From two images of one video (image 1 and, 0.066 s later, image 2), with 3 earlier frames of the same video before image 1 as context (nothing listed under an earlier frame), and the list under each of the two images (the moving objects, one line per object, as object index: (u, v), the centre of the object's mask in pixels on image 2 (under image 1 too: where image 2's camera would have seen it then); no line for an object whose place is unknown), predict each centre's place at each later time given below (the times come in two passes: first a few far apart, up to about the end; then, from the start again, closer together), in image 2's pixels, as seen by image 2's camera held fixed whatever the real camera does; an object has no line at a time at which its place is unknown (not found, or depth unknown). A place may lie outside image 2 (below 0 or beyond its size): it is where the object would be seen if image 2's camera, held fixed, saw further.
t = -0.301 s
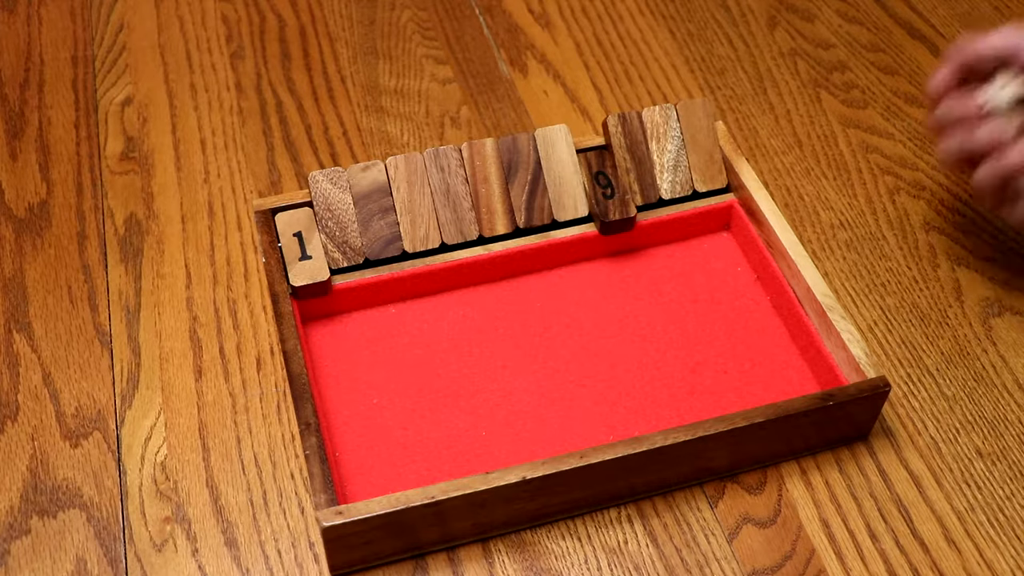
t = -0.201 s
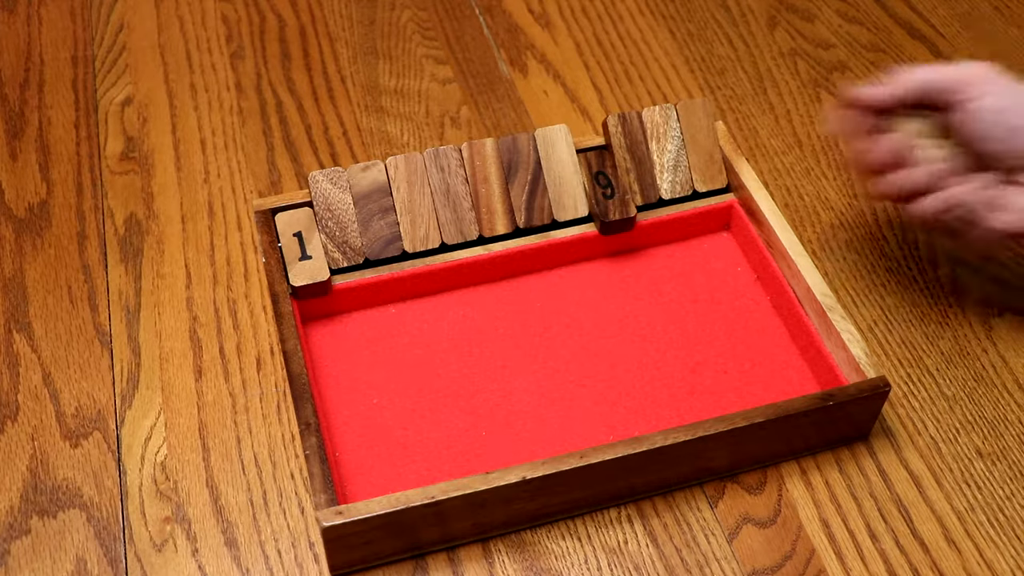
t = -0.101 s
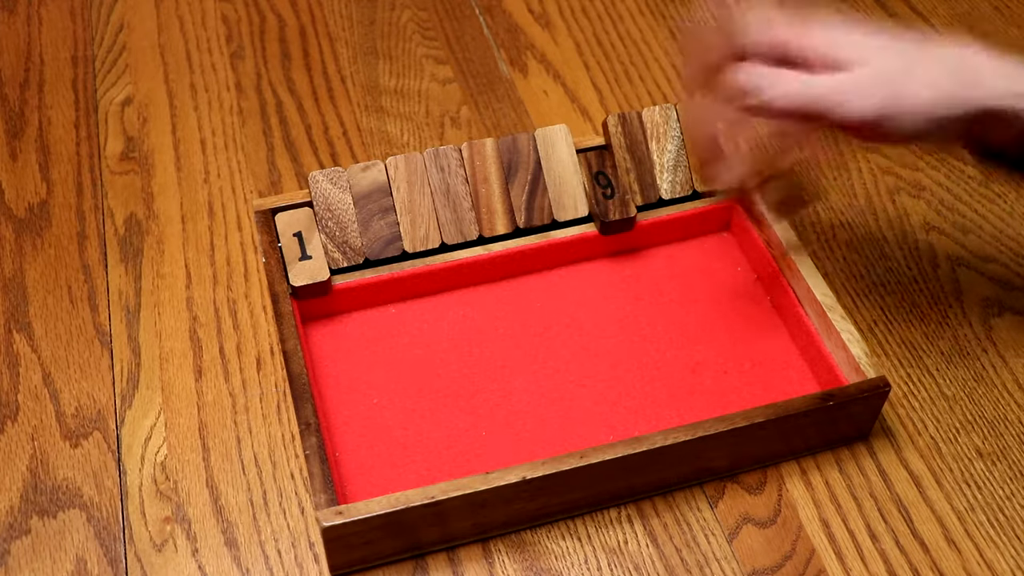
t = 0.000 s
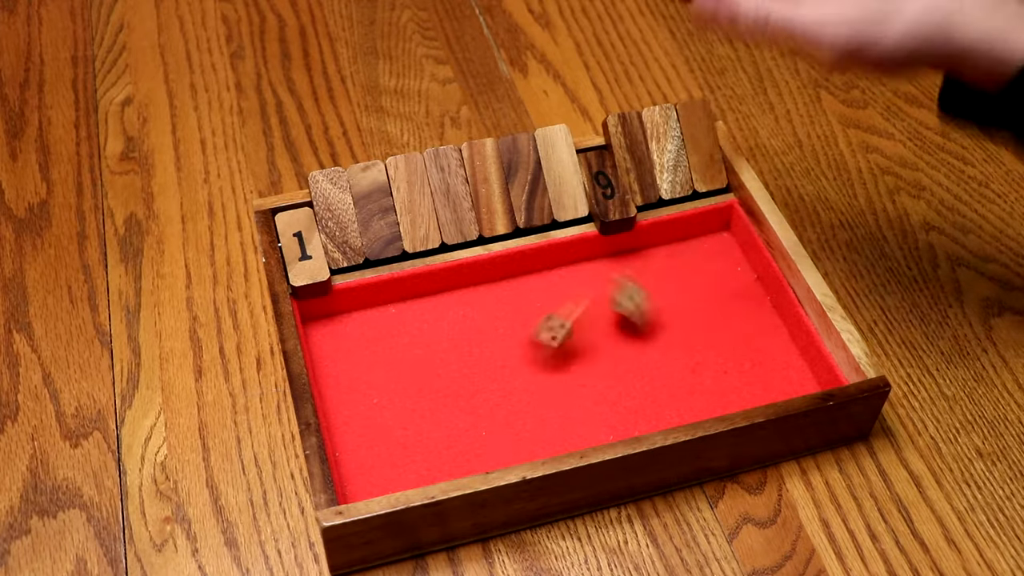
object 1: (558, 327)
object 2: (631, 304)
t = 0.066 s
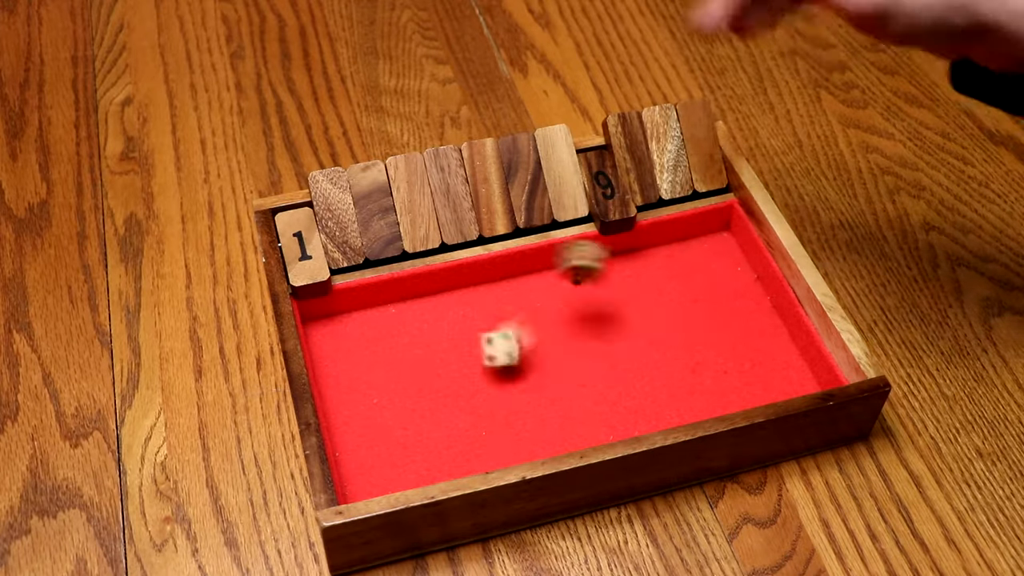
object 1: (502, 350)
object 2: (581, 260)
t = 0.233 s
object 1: (444, 363)
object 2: (439, 288)
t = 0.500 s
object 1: (461, 373)
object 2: (367, 374)
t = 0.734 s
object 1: (461, 373)
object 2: (367, 374)
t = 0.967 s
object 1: (461, 372)
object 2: (367, 374)
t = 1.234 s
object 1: (461, 373)
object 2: (366, 374)
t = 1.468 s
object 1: (461, 373)
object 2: (366, 374)
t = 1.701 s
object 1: (461, 372)
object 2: (366, 374)
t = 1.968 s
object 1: (461, 372)
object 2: (366, 374)
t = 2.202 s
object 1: (461, 372)
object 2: (366, 374)
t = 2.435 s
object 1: (461, 372)
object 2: (366, 374)
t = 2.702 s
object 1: (461, 373)
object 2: (366, 374)
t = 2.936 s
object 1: (461, 373)
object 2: (367, 374)
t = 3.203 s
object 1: (461, 373)
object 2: (366, 374)
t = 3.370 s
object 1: (461, 373)
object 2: (366, 374)
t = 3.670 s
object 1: (461, 373)
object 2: (367, 374)
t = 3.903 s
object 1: (461, 373)
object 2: (366, 374)
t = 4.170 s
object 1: (461, 373)
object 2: (366, 374)
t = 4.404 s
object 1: (461, 372)
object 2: (366, 374)
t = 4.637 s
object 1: (461, 373)
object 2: (366, 374)
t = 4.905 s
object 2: (367, 374)
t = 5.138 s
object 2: (367, 373)
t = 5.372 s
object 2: (367, 374)
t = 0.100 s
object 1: (488, 352)
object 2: (557, 261)
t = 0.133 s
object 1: (474, 358)
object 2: (530, 274)
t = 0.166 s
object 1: (460, 358)
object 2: (501, 298)
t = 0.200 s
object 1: (449, 359)
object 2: (470, 288)
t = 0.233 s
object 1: (444, 363)
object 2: (439, 288)
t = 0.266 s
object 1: (444, 368)
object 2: (425, 307)
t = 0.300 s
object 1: (447, 373)
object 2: (407, 324)
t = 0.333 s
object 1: (453, 374)
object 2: (391, 337)
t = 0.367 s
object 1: (460, 372)
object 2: (377, 352)
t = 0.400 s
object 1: (462, 372)
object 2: (371, 362)
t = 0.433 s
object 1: (461, 373)
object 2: (368, 371)
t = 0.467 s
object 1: (461, 373)
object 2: (367, 374)
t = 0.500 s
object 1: (461, 373)
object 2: (367, 374)
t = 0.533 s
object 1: (461, 373)
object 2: (367, 374)
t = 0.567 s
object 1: (461, 373)
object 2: (367, 374)
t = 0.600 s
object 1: (461, 372)
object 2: (367, 374)
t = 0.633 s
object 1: (461, 373)
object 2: (367, 374)
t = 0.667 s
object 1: (461, 373)
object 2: (367, 374)
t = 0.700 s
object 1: (461, 373)
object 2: (367, 374)
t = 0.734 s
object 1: (461, 373)
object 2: (367, 374)
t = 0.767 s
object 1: (461, 373)
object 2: (366, 374)
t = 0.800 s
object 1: (461, 373)
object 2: (367, 374)
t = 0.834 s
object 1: (461, 372)
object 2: (367, 374)
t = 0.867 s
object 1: (461, 372)
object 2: (367, 374)
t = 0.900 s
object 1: (461, 373)
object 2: (366, 374)
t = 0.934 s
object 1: (461, 373)
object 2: (366, 374)
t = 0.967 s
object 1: (461, 372)
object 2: (367, 374)
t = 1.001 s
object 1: (461, 372)
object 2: (367, 374)
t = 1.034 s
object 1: (461, 373)
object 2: (366, 374)
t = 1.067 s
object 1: (461, 373)
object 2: (367, 374)
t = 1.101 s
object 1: (461, 373)
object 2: (366, 374)
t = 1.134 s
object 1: (461, 372)
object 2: (367, 374)
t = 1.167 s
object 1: (461, 373)
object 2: (366, 374)
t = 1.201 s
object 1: (461, 373)
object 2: (367, 374)
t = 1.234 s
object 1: (461, 373)
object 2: (366, 374)
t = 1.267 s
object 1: (461, 373)
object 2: (366, 374)
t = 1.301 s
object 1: (461, 373)
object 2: (366, 374)
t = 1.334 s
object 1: (461, 372)
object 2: (367, 374)
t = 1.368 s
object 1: (461, 372)
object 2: (366, 374)
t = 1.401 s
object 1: (461, 372)
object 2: (366, 374)
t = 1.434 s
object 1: (461, 373)
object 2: (366, 374)
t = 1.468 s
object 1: (461, 373)
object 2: (366, 374)
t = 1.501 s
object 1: (461, 372)
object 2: (366, 374)
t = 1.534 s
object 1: (461, 373)
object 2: (366, 374)
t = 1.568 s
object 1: (461, 373)
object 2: (366, 374)
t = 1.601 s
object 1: (461, 372)
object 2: (366, 374)
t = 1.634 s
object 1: (461, 372)
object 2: (366, 374)
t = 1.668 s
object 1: (461, 372)
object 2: (366, 374)
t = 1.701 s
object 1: (461, 372)
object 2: (366, 374)
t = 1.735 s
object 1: (461, 372)
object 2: (366, 374)
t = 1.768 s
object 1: (461, 372)
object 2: (366, 374)
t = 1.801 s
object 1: (461, 372)
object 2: (366, 374)
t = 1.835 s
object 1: (461, 372)
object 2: (366, 374)
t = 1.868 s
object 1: (461, 372)
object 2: (367, 374)
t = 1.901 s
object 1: (461, 373)
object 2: (367, 374)
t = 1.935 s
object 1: (461, 373)
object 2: (367, 374)
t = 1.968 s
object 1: (461, 372)
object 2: (366, 374)
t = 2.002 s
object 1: (461, 372)
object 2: (366, 374)
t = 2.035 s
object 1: (461, 372)
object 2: (367, 374)
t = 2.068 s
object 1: (461, 372)
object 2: (367, 374)
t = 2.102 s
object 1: (461, 372)
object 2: (366, 374)
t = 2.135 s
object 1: (461, 372)
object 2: (366, 374)
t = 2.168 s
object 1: (461, 373)
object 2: (367, 374)
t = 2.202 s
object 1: (461, 372)
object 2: (366, 374)
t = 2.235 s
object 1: (461, 372)
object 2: (366, 374)
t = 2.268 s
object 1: (461, 372)
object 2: (366, 374)
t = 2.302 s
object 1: (461, 373)
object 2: (366, 374)
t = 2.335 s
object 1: (461, 373)
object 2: (366, 374)
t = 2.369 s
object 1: (461, 373)
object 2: (367, 374)
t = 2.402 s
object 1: (461, 372)
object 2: (366, 374)
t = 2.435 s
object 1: (461, 372)
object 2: (366, 374)
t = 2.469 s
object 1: (461, 372)
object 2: (366, 374)
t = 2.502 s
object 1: (461, 373)
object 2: (366, 374)
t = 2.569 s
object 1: (461, 373)
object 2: (366, 374)
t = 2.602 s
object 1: (461, 372)
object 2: (367, 374)
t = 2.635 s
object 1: (461, 373)
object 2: (367, 374)
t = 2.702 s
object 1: (461, 373)
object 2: (366, 374)
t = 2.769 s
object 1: (461, 373)
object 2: (367, 374)
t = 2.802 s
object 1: (461, 373)
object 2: (366, 374)
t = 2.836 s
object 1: (461, 373)
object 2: (367, 374)
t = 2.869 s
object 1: (461, 373)
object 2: (366, 374)
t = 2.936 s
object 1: (461, 373)
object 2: (367, 374)
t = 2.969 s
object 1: (461, 373)
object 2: (366, 374)
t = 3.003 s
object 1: (461, 373)
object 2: (366, 374)
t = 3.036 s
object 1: (461, 373)
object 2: (366, 374)
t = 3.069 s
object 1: (461, 373)
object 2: (366, 374)
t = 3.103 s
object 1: (461, 373)
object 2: (367, 374)
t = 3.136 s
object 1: (461, 373)
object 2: (367, 374)
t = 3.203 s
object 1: (461, 373)
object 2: (366, 374)
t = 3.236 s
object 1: (461, 373)
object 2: (367, 374)
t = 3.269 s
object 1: (461, 373)
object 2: (366, 374)
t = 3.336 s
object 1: (461, 373)
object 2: (366, 374)
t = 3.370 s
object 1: (461, 373)
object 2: (366, 374)
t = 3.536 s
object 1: (461, 373)
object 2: (367, 374)
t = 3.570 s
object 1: (461, 373)
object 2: (366, 374)
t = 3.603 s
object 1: (461, 373)
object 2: (367, 374)
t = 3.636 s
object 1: (461, 373)
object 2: (366, 374)
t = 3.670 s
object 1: (461, 373)
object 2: (367, 374)
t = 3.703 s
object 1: (461, 373)
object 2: (367, 374)
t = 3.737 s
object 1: (461, 373)
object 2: (367, 374)
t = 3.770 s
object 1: (461, 373)
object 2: (366, 374)
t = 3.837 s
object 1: (461, 373)
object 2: (367, 374)
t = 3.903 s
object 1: (461, 373)
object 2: (366, 374)
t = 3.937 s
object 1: (461, 373)
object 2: (367, 374)
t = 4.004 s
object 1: (461, 373)
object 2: (367, 374)
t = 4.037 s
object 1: (461, 373)
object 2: (366, 374)
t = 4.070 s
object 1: (461, 373)
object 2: (367, 374)
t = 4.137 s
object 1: (461, 373)
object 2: (366, 374)
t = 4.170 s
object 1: (461, 373)
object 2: (366, 374)
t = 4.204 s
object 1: (461, 373)
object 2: (367, 374)
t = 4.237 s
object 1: (461, 373)
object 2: (367, 374)
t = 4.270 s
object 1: (461, 373)
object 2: (367, 374)
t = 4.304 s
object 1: (461, 373)
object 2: (367, 374)
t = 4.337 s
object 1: (461, 373)
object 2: (367, 374)
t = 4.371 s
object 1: (461, 372)
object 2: (366, 374)
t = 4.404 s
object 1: (461, 372)
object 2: (366, 374)
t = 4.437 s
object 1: (461, 373)
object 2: (366, 374)
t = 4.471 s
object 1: (461, 373)
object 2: (366, 374)
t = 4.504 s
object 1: (461, 373)
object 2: (366, 374)
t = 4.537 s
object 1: (461, 373)
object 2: (367, 374)
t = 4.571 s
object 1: (461, 373)
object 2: (367, 374)
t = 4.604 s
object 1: (461, 372)
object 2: (367, 374)
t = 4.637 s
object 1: (461, 373)
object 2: (366, 374)
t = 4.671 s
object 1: (461, 373)
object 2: (366, 374)
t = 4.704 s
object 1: (461, 373)
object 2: (367, 374)
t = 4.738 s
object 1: (461, 372)
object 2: (367, 373)
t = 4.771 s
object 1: (461, 372)
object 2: (367, 373)
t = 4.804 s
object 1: (461, 372)
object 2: (367, 373)
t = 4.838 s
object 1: (461, 372)
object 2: (367, 373)
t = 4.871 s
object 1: (461, 372)
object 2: (367, 373)
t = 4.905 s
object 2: (367, 374)
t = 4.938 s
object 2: (367, 374)
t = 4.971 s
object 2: (367, 374)
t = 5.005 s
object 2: (367, 373)
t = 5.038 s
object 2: (366, 374)
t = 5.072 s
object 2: (367, 374)
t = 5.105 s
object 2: (367, 374)
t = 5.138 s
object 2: (367, 373)
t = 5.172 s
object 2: (367, 374)
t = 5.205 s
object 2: (367, 374)
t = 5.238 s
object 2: (367, 374)
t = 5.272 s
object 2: (367, 374)
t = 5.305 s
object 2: (367, 374)
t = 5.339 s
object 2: (367, 374)
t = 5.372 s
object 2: (367, 374)
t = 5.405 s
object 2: (367, 374)
